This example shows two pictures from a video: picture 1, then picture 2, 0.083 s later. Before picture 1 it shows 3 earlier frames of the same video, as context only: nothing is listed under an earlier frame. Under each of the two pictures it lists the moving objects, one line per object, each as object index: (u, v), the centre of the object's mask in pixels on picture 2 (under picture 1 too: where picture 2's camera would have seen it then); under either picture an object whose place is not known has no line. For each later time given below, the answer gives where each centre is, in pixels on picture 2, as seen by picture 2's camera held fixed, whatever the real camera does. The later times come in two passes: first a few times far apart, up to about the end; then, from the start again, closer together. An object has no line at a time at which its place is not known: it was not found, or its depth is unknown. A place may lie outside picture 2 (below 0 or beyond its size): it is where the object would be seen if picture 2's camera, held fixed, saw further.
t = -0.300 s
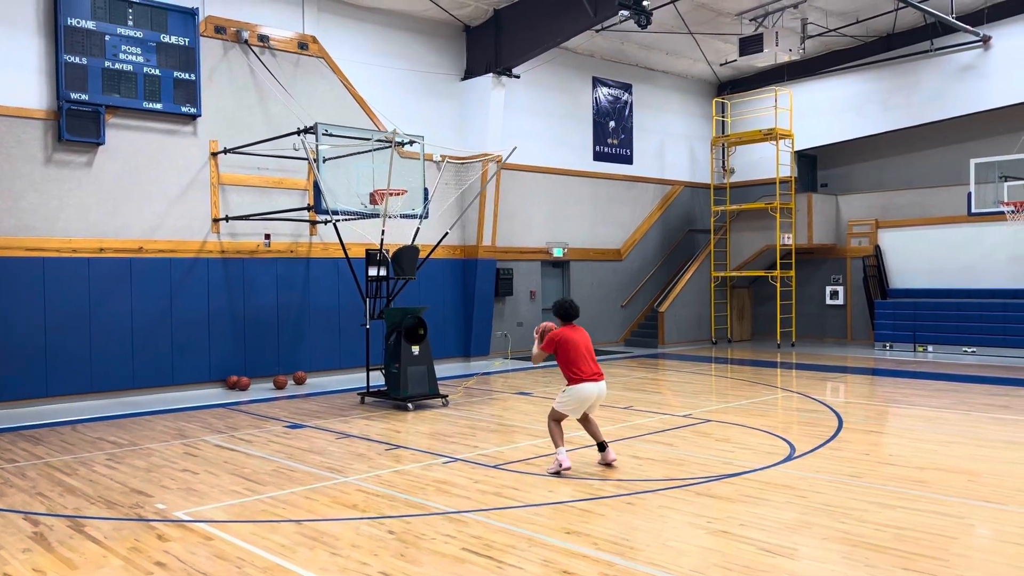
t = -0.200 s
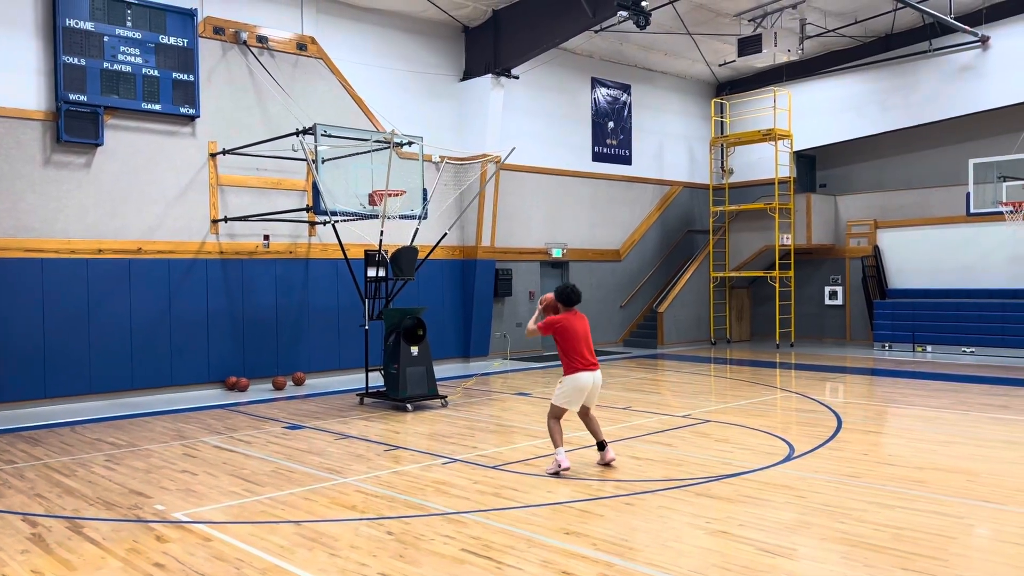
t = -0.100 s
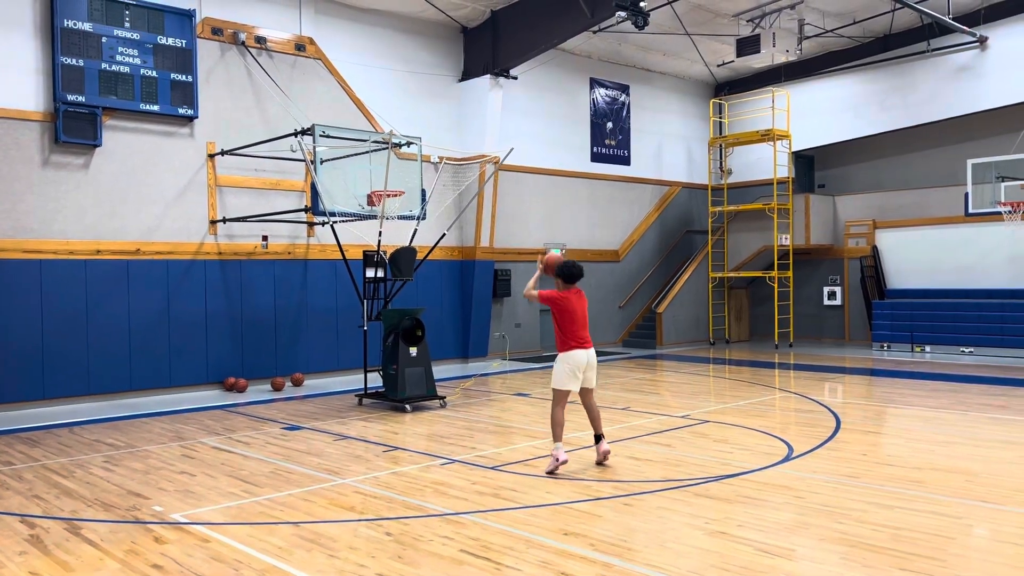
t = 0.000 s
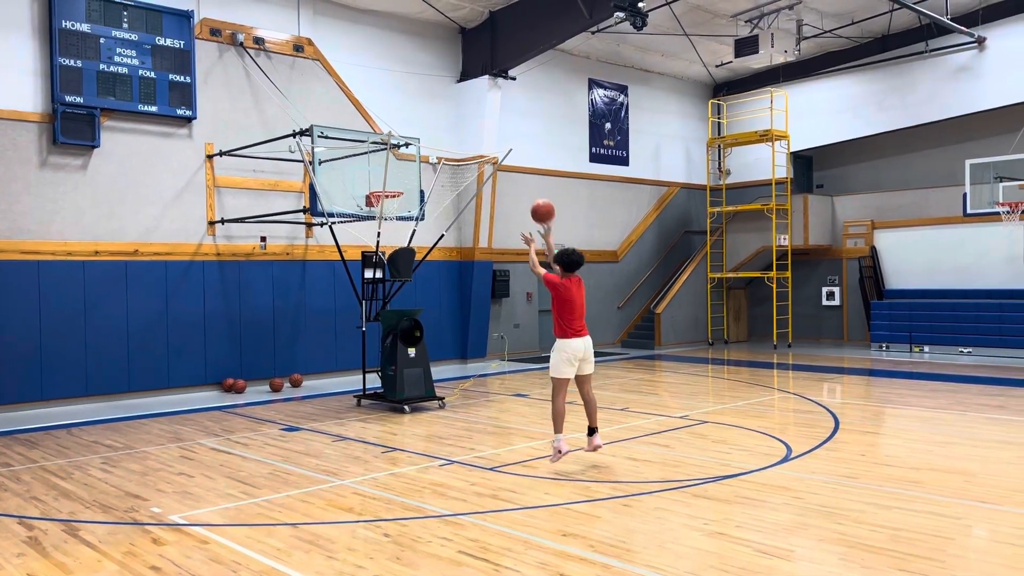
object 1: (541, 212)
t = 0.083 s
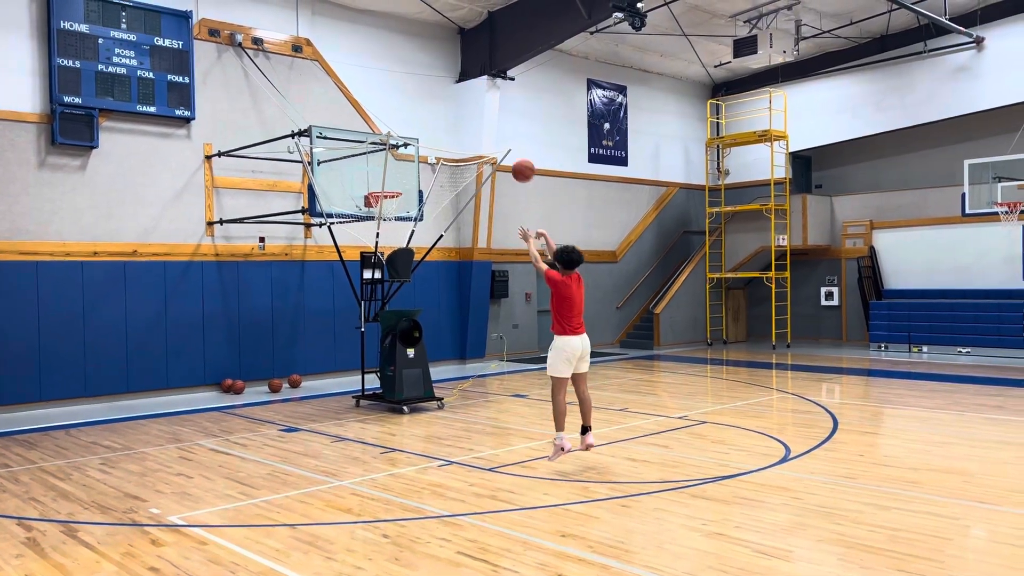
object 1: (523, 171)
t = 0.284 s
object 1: (484, 105)
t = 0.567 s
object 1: (440, 81)
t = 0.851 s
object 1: (406, 120)
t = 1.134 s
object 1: (382, 204)
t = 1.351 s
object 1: (382, 256)
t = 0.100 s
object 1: (520, 163)
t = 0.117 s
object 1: (516, 156)
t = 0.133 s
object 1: (513, 150)
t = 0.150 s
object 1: (509, 143)
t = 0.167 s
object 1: (506, 137)
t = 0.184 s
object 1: (503, 132)
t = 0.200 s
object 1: (499, 127)
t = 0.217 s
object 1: (497, 122)
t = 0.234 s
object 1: (493, 117)
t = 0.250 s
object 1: (490, 113)
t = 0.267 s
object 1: (487, 109)
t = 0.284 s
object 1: (484, 105)
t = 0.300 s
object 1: (481, 101)
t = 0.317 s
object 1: (478, 98)
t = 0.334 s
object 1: (476, 95)
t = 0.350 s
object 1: (473, 93)
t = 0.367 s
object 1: (470, 91)
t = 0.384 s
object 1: (467, 88)
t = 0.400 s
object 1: (465, 86)
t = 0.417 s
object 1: (462, 85)
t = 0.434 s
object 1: (459, 84)
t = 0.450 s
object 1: (457, 82)
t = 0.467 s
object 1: (454, 82)
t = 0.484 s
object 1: (452, 81)
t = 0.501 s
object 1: (449, 81)
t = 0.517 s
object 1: (447, 81)
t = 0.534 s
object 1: (445, 81)
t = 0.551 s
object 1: (443, 81)
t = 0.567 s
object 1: (440, 81)
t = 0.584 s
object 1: (438, 82)
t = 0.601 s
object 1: (436, 83)
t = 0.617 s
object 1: (434, 84)
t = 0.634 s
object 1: (432, 86)
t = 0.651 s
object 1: (429, 87)
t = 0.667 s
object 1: (427, 89)
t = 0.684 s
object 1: (425, 91)
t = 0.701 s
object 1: (423, 93)
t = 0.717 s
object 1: (421, 95)
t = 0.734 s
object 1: (419, 98)
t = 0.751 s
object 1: (417, 101)
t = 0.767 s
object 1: (415, 103)
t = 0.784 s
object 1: (414, 107)
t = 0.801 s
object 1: (412, 110)
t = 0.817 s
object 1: (410, 113)
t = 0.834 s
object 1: (408, 116)
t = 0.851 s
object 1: (406, 120)
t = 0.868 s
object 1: (404, 124)
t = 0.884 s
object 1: (403, 128)
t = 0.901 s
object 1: (401, 131)
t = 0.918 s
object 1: (400, 136)
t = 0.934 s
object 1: (398, 142)
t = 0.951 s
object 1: (397, 145)
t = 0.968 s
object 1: (395, 151)
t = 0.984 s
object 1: (393, 155)
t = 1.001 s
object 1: (392, 160)
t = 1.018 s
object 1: (390, 166)
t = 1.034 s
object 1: (388, 171)
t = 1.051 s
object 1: (387, 176)
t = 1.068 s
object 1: (385, 182)
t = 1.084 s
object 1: (383, 186)
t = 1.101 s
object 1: (384, 192)
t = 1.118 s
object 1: (382, 200)
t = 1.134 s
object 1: (382, 204)
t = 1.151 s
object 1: (381, 210)
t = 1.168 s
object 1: (382, 211)
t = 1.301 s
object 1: (384, 247)
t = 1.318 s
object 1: (384, 250)
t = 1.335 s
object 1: (383, 253)
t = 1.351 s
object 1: (382, 256)
